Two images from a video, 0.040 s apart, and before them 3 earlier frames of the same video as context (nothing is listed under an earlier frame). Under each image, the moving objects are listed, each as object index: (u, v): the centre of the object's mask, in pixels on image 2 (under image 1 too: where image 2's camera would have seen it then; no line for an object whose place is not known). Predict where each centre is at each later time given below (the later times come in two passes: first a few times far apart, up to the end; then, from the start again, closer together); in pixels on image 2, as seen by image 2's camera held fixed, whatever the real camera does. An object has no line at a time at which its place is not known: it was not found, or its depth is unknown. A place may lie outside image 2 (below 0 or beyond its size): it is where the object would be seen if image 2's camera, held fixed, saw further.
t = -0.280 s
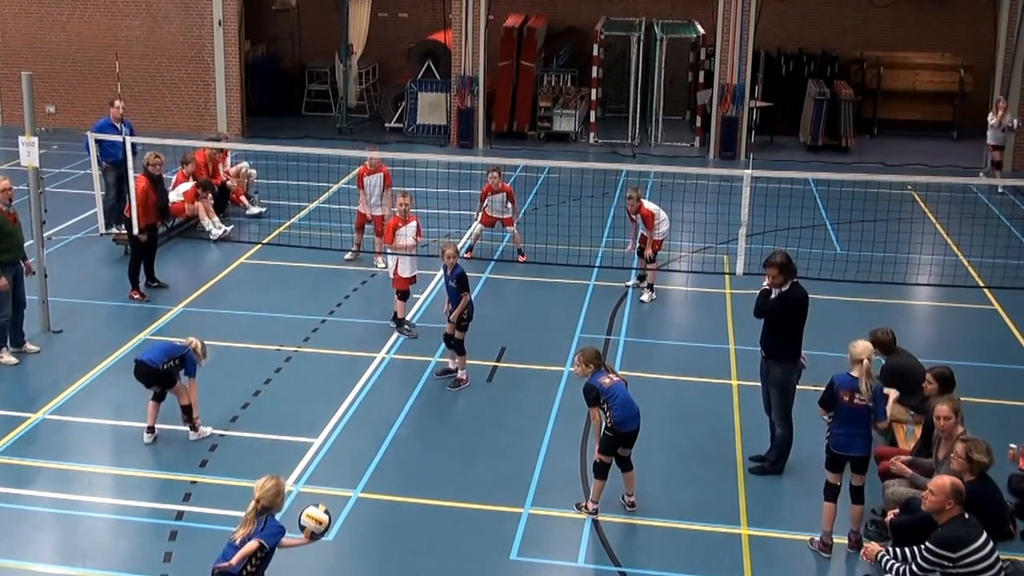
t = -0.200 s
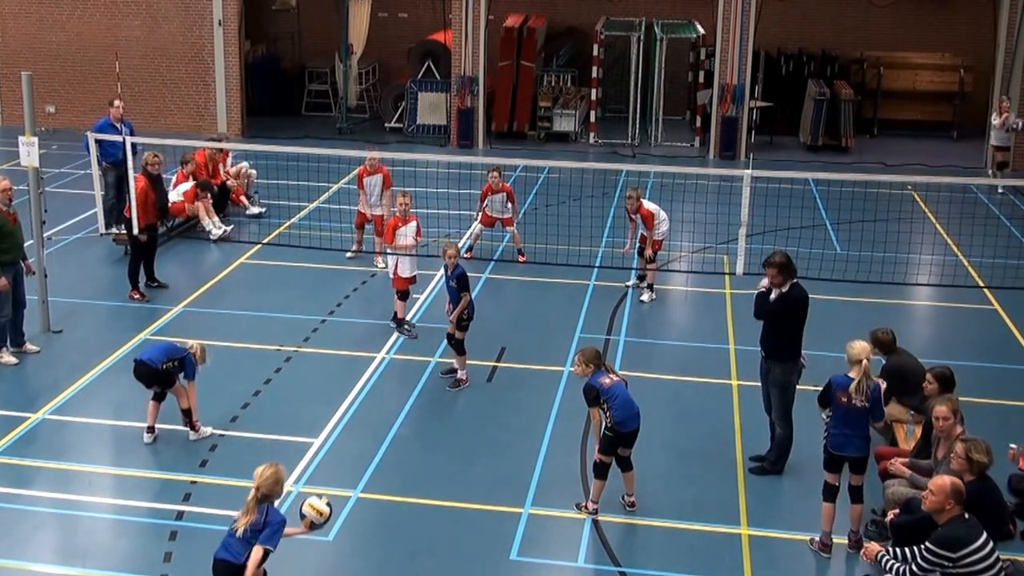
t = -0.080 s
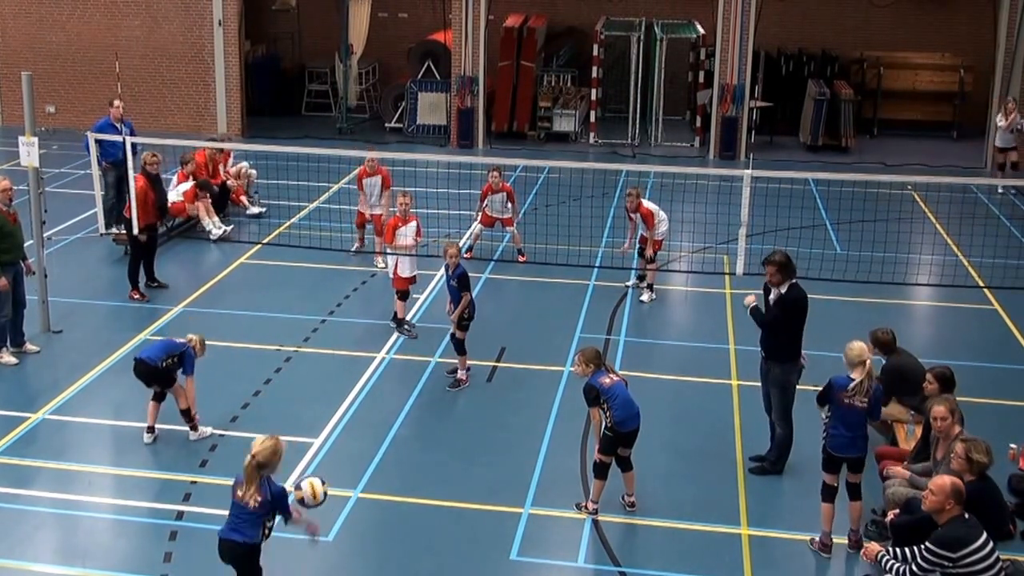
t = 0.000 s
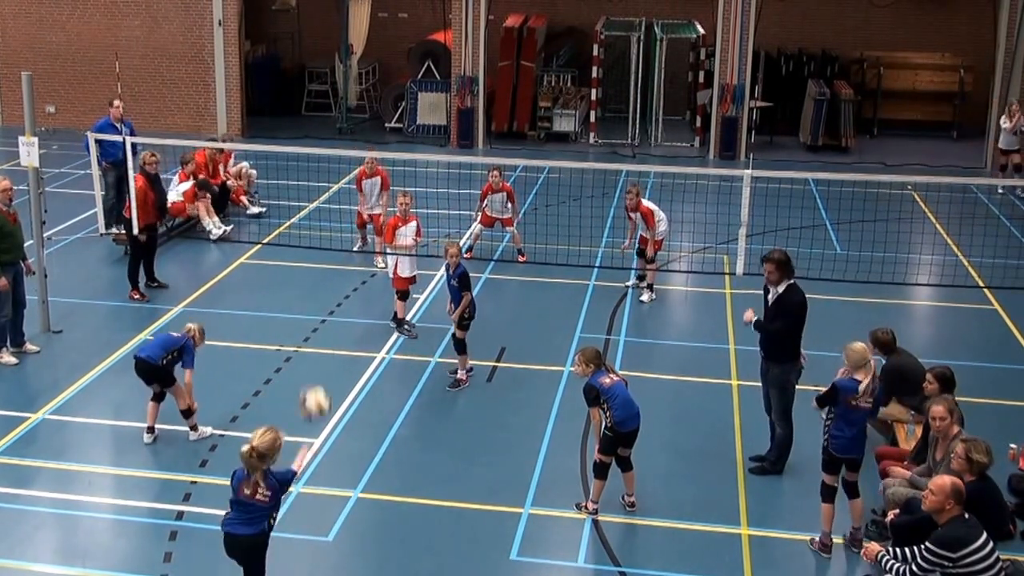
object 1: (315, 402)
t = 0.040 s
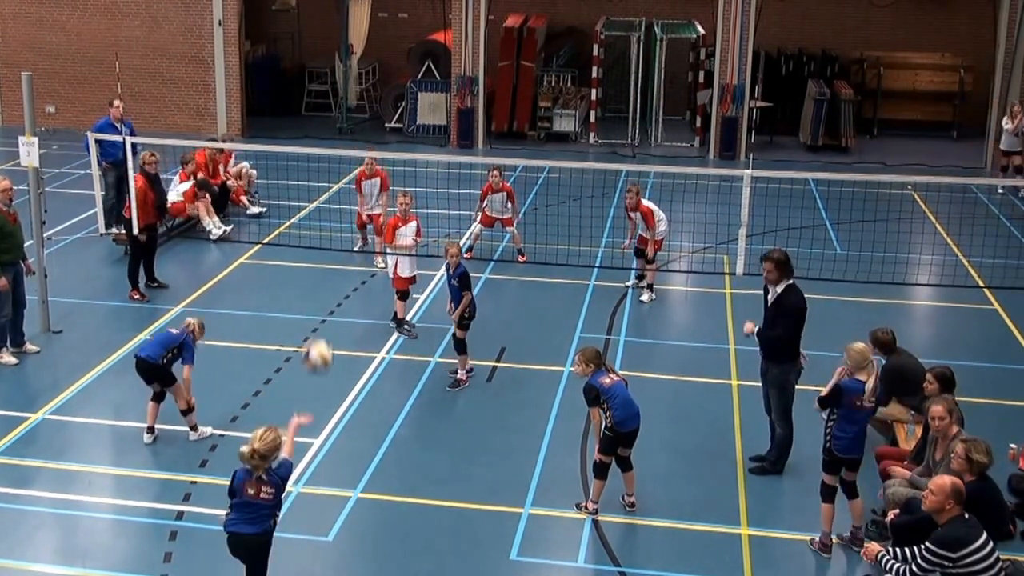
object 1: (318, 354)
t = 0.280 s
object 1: (330, 149)
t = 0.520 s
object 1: (339, 59)
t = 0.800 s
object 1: (347, 56)
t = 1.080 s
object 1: (353, 127)
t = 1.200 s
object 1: (356, 174)
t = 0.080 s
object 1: (320, 310)
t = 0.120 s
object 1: (322, 271)
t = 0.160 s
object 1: (325, 235)
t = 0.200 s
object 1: (327, 203)
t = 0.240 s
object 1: (329, 175)
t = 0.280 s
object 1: (330, 149)
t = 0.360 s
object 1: (333, 109)
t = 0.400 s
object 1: (335, 93)
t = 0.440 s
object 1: (337, 79)
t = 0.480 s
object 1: (338, 68)
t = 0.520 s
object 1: (339, 59)
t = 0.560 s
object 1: (341, 53)
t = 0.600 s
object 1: (342, 49)
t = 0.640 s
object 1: (343, 46)
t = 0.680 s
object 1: (344, 46)
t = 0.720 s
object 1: (345, 48)
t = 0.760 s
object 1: (346, 51)
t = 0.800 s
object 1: (347, 56)
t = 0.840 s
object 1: (348, 61)
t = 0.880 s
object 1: (349, 67)
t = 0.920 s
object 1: (350, 78)
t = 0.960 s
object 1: (351, 88)
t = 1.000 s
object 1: (352, 100)
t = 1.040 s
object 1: (352, 112)
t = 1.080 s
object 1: (353, 127)
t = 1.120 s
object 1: (354, 141)
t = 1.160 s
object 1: (355, 157)
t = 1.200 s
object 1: (356, 174)
